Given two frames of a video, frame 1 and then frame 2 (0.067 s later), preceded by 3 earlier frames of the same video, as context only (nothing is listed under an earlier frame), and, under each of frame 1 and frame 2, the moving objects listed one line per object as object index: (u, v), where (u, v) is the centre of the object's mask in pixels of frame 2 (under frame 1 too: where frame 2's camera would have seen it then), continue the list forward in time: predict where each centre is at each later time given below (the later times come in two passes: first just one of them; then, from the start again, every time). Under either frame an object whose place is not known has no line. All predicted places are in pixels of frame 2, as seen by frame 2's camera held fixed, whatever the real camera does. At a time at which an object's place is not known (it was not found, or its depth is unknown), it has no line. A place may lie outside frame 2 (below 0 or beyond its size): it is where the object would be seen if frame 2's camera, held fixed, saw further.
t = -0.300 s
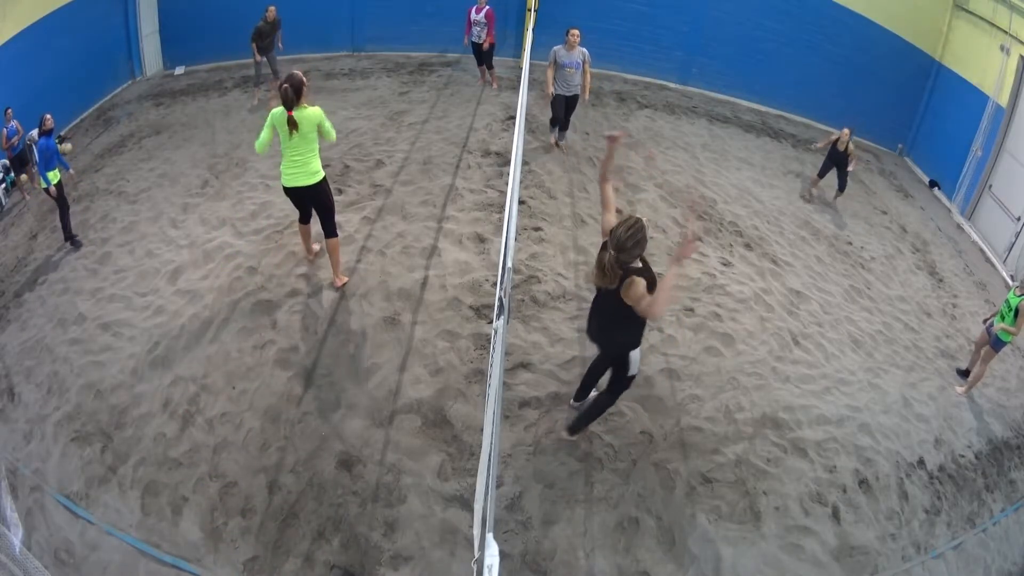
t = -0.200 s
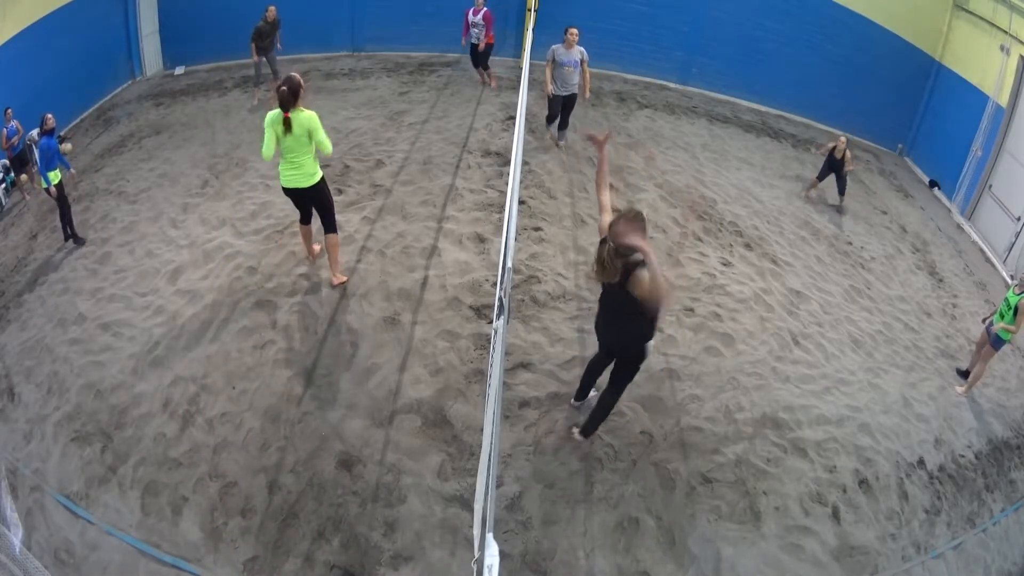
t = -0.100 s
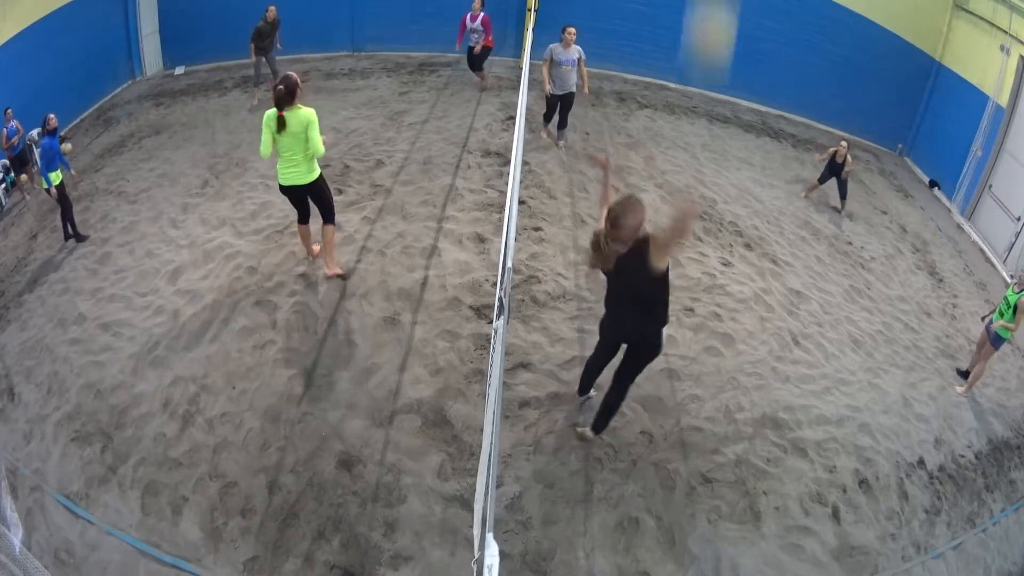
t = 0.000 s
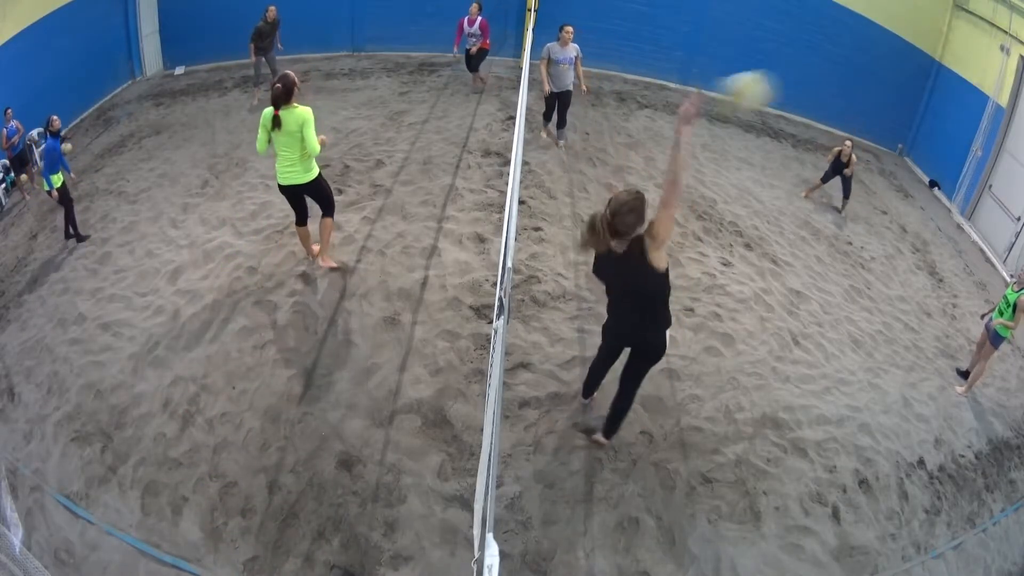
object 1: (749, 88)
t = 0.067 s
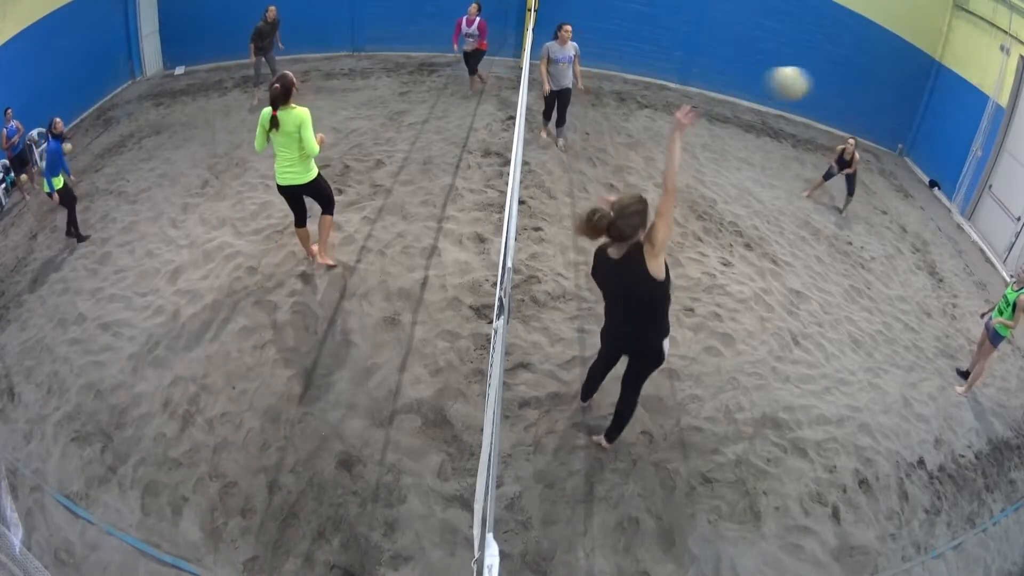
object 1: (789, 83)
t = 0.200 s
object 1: (831, 88)
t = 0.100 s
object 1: (803, 81)
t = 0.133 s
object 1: (815, 82)
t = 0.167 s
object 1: (824, 84)
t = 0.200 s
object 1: (831, 88)
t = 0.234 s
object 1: (837, 92)
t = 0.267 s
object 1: (841, 96)
